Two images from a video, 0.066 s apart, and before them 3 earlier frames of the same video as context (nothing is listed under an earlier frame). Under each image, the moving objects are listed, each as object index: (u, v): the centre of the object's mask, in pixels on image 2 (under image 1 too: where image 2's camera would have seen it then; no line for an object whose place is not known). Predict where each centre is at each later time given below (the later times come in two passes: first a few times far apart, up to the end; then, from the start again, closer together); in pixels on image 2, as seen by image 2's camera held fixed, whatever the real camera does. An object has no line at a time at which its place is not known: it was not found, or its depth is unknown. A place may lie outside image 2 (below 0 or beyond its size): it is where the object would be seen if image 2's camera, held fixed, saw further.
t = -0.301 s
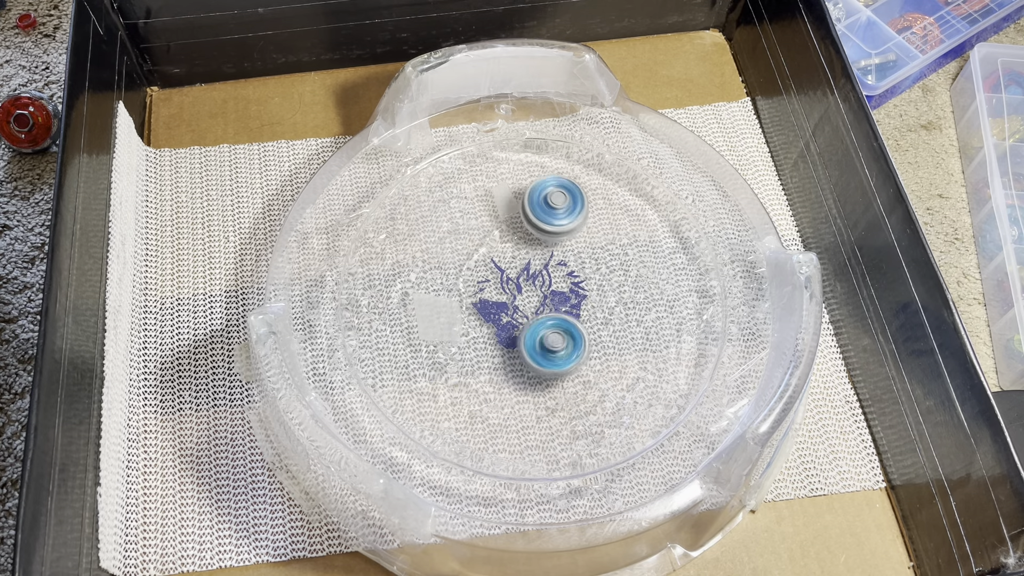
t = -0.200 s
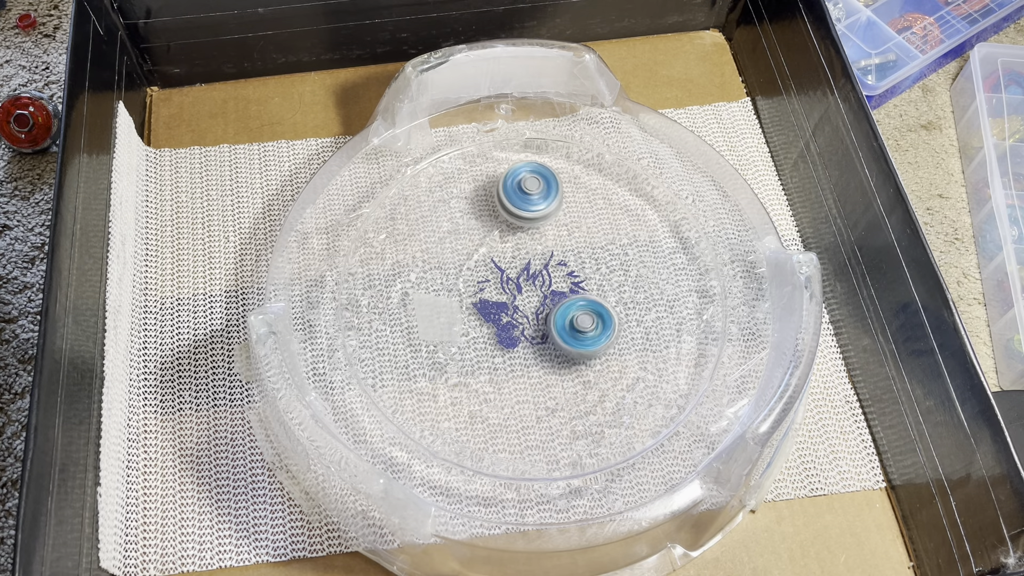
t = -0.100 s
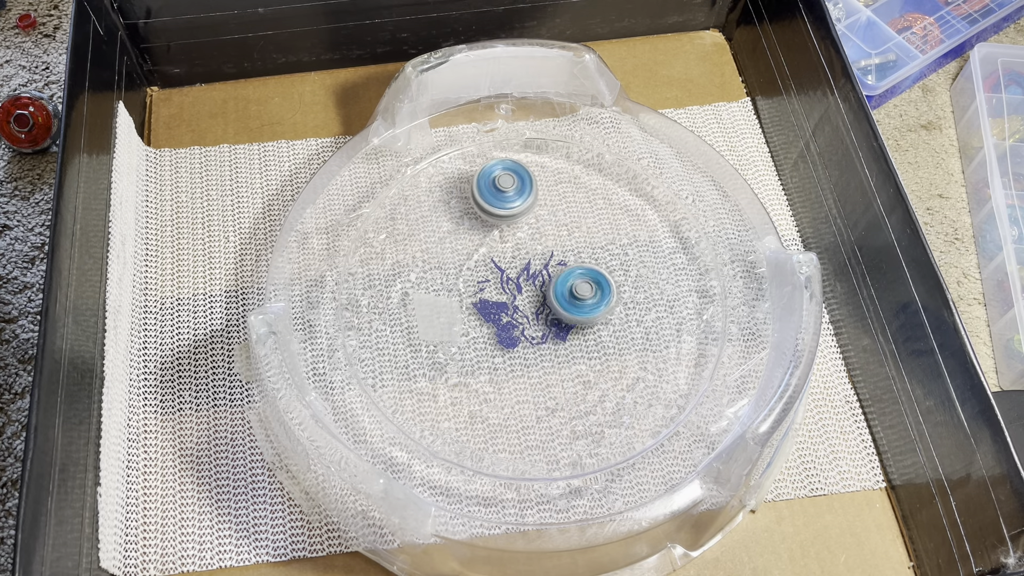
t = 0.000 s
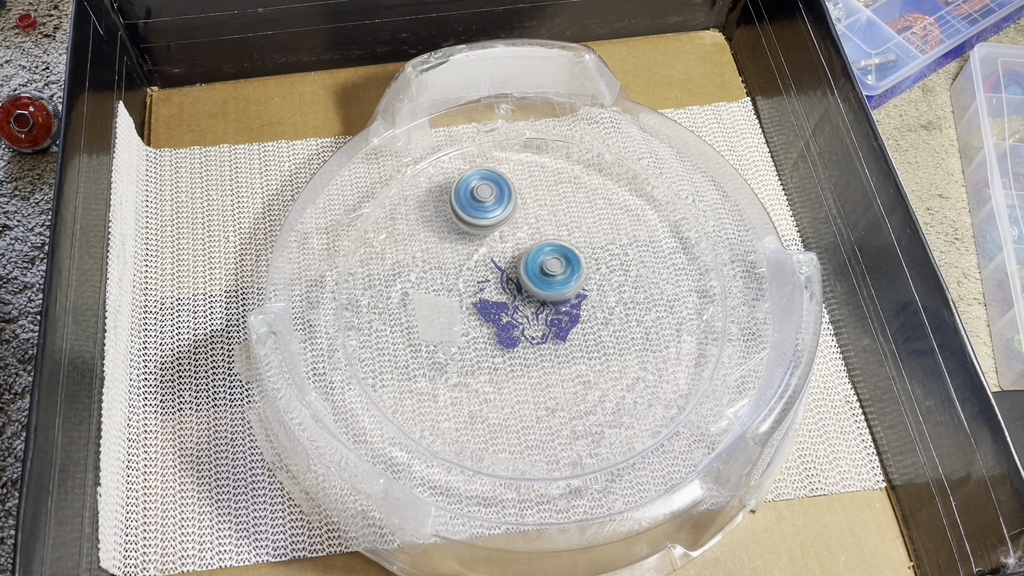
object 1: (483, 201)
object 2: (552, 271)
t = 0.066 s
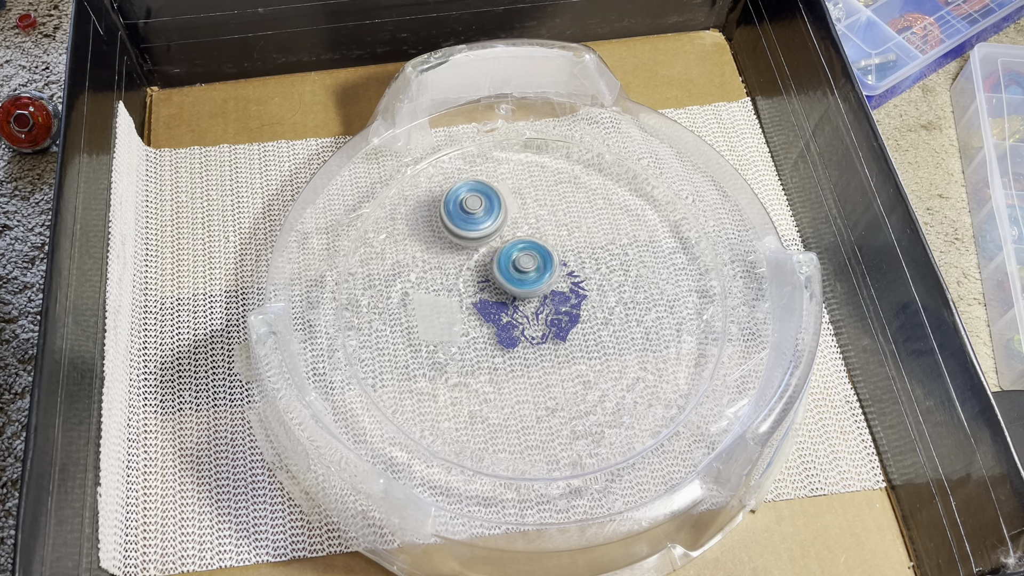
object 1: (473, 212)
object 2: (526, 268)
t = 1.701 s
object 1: (587, 255)
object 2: (515, 305)
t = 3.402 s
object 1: (564, 271)
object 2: (484, 253)
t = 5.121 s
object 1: (569, 373)
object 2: (484, 256)
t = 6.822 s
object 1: (470, 314)
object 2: (548, 301)
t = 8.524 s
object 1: (562, 262)
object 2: (486, 267)
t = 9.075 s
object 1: (494, 269)
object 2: (445, 330)
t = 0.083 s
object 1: (471, 216)
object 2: (519, 269)
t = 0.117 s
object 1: (462, 207)
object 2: (512, 289)
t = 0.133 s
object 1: (457, 201)
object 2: (510, 301)
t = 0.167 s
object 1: (451, 193)
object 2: (510, 320)
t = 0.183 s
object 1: (449, 191)
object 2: (509, 328)
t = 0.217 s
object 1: (445, 192)
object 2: (512, 341)
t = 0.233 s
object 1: (443, 195)
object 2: (515, 347)
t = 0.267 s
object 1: (439, 203)
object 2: (523, 358)
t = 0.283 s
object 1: (438, 207)
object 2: (528, 364)
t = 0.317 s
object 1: (435, 216)
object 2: (539, 372)
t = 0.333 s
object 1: (435, 221)
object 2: (545, 375)
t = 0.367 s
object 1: (434, 231)
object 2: (558, 380)
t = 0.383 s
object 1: (434, 236)
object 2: (564, 381)
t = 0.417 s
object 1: (436, 247)
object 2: (577, 381)
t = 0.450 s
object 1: (438, 257)
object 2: (589, 377)
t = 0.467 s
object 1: (440, 262)
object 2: (594, 374)
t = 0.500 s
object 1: (444, 272)
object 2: (605, 367)
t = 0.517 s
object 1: (447, 277)
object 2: (608, 362)
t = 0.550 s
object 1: (453, 287)
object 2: (612, 351)
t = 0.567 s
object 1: (456, 291)
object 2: (613, 345)
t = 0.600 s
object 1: (464, 300)
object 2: (611, 333)
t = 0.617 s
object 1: (468, 305)
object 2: (608, 327)
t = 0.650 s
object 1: (477, 312)
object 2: (601, 316)
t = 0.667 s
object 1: (482, 316)
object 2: (596, 310)
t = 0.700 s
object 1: (494, 322)
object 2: (585, 302)
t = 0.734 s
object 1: (505, 328)
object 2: (572, 294)
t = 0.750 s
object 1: (509, 331)
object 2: (567, 291)
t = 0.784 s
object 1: (513, 339)
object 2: (562, 279)
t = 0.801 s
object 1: (516, 341)
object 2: (559, 275)
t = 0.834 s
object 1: (525, 347)
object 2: (547, 267)
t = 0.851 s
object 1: (530, 349)
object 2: (540, 264)
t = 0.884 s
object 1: (541, 351)
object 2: (527, 259)
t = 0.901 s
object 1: (547, 352)
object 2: (520, 258)
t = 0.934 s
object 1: (558, 353)
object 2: (506, 257)
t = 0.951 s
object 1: (563, 353)
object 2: (500, 258)
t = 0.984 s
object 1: (573, 353)
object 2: (487, 261)
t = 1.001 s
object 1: (578, 353)
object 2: (480, 263)
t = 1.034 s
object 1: (586, 351)
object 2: (469, 269)
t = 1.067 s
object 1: (594, 349)
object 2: (461, 277)
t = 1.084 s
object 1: (598, 348)
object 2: (457, 282)
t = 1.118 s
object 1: (605, 345)
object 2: (451, 292)
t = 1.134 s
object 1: (608, 343)
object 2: (449, 298)
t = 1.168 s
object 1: (613, 339)
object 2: (449, 310)
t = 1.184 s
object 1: (615, 337)
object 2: (450, 316)
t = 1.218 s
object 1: (619, 332)
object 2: (455, 326)
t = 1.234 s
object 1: (621, 330)
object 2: (460, 331)
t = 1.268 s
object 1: (623, 325)
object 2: (469, 340)
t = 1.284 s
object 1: (623, 323)
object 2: (475, 343)
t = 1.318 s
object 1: (624, 317)
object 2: (488, 350)
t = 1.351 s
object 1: (623, 313)
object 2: (501, 352)
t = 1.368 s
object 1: (622, 310)
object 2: (509, 351)
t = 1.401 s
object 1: (620, 305)
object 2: (522, 349)
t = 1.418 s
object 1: (618, 303)
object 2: (529, 347)
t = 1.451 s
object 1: (614, 298)
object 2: (541, 340)
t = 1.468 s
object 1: (612, 296)
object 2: (547, 336)
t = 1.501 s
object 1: (615, 287)
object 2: (546, 333)
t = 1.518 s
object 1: (618, 281)
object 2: (542, 331)
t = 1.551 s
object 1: (619, 272)
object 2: (539, 327)
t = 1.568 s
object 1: (617, 269)
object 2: (537, 325)
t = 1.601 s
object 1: (611, 264)
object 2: (534, 319)
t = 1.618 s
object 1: (607, 262)
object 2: (532, 316)
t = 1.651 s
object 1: (600, 259)
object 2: (526, 311)
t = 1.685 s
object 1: (591, 256)
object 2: (519, 307)
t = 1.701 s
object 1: (587, 255)
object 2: (515, 305)
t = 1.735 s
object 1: (578, 254)
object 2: (508, 303)
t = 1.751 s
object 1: (573, 254)
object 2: (504, 303)
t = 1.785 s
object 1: (564, 254)
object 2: (496, 304)
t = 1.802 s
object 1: (559, 254)
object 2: (494, 305)
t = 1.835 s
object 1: (550, 255)
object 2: (489, 307)
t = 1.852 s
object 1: (546, 255)
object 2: (487, 309)
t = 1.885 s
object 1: (536, 257)
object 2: (485, 312)
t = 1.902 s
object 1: (532, 258)
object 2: (485, 314)
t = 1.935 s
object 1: (524, 261)
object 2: (486, 319)
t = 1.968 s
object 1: (516, 263)
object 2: (488, 323)
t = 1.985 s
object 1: (513, 264)
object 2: (489, 327)
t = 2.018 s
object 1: (509, 262)
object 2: (490, 335)
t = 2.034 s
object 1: (506, 263)
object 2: (492, 338)
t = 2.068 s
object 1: (499, 266)
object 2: (498, 343)
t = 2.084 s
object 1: (496, 268)
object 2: (502, 345)
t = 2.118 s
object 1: (489, 273)
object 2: (510, 346)
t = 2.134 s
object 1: (486, 275)
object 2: (516, 346)
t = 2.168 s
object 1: (479, 279)
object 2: (524, 342)
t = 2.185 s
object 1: (477, 282)
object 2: (528, 340)
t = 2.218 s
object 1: (472, 288)
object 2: (533, 334)
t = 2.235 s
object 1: (471, 291)
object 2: (536, 330)
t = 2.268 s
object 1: (468, 297)
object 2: (538, 322)
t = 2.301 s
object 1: (466, 303)
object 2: (540, 314)
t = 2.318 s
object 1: (464, 306)
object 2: (539, 309)
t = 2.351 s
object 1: (463, 312)
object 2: (537, 301)
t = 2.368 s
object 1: (463, 315)
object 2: (535, 296)
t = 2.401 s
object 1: (464, 320)
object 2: (529, 288)
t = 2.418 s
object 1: (464, 323)
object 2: (526, 285)
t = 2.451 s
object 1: (466, 328)
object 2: (519, 279)
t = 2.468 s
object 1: (468, 330)
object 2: (515, 277)
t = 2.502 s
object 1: (471, 335)
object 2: (505, 273)
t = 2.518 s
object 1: (472, 337)
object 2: (501, 272)
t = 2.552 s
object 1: (477, 341)
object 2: (493, 272)
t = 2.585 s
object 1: (481, 343)
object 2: (485, 274)
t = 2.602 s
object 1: (484, 345)
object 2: (480, 275)
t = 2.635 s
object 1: (490, 347)
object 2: (474, 280)
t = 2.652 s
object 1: (492, 348)
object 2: (471, 283)
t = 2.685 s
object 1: (500, 354)
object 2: (468, 283)
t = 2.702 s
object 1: (505, 357)
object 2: (465, 283)
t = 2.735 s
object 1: (513, 359)
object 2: (462, 284)
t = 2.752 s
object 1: (517, 359)
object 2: (461, 285)
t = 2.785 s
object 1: (524, 357)
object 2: (461, 288)
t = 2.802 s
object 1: (528, 356)
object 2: (462, 289)
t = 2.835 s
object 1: (535, 352)
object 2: (464, 291)
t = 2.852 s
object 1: (538, 351)
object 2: (468, 292)
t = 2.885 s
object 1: (544, 347)
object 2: (472, 293)
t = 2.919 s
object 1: (549, 342)
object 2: (479, 294)
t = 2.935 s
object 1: (552, 339)
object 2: (483, 293)
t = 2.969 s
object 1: (556, 334)
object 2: (492, 291)
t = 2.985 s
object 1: (558, 331)
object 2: (495, 290)
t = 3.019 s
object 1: (561, 326)
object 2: (501, 284)
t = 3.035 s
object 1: (564, 324)
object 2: (502, 280)
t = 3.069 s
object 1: (567, 319)
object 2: (506, 272)
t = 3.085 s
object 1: (568, 316)
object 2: (506, 269)
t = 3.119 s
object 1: (570, 311)
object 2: (506, 261)
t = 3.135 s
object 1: (570, 308)
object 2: (506, 259)
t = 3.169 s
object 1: (570, 302)
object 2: (504, 253)
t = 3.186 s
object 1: (570, 299)
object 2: (503, 250)
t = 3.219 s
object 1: (569, 294)
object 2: (501, 246)
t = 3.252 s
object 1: (568, 288)
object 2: (498, 244)
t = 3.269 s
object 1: (567, 286)
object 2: (495, 244)
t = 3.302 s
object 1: (564, 281)
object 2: (492, 245)
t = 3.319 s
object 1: (564, 279)
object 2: (492, 246)
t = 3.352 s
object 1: (561, 274)
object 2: (491, 250)
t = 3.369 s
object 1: (560, 273)
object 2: (491, 252)
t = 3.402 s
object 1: (564, 271)
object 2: (484, 253)
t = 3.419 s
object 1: (564, 270)
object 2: (481, 254)
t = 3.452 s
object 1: (563, 267)
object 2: (477, 259)
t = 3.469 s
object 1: (561, 266)
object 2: (477, 262)
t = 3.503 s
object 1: (558, 262)
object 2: (476, 269)
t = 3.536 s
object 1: (555, 260)
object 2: (479, 277)
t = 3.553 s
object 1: (553, 258)
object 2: (481, 281)
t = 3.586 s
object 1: (549, 256)
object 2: (486, 289)
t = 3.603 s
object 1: (548, 255)
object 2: (488, 292)
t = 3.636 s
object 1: (556, 249)
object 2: (481, 303)
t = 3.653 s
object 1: (559, 246)
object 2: (480, 308)
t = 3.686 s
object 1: (561, 243)
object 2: (479, 317)
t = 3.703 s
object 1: (560, 242)
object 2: (481, 322)
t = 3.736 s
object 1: (557, 240)
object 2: (484, 329)
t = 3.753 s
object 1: (554, 240)
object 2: (486, 333)
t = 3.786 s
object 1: (550, 238)
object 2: (492, 341)
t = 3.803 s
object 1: (547, 238)
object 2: (496, 344)
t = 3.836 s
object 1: (542, 238)
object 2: (505, 349)
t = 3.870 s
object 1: (537, 239)
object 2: (513, 351)
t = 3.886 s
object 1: (534, 240)
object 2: (518, 354)
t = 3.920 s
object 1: (529, 242)
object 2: (528, 353)
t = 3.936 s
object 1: (527, 243)
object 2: (533, 352)
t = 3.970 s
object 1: (523, 246)
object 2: (542, 349)
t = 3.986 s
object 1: (520, 248)
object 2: (546, 347)
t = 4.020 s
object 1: (517, 252)
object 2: (554, 342)
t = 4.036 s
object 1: (515, 254)
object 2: (557, 339)
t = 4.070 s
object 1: (511, 258)
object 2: (563, 332)
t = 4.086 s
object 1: (510, 261)
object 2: (564, 328)
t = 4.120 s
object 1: (507, 266)
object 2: (567, 319)
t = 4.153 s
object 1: (506, 272)
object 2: (568, 311)
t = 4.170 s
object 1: (504, 274)
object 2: (569, 308)
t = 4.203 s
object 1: (489, 270)
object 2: (584, 309)
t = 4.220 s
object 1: (483, 269)
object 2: (590, 309)
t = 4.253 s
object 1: (474, 269)
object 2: (598, 305)
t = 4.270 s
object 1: (471, 270)
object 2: (601, 303)
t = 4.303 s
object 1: (468, 276)
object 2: (607, 298)
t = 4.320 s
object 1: (467, 279)
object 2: (609, 295)
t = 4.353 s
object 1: (465, 285)
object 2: (612, 289)
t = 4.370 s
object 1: (465, 289)
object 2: (613, 286)
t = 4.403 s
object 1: (464, 295)
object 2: (613, 279)
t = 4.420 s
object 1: (464, 299)
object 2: (612, 276)
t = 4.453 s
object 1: (465, 306)
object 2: (607, 271)
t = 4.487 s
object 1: (467, 312)
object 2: (602, 266)
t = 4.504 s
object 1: (467, 315)
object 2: (598, 265)
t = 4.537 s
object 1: (470, 321)
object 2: (590, 262)
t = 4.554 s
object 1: (472, 324)
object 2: (586, 261)
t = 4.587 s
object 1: (476, 329)
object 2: (576, 261)
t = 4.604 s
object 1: (478, 331)
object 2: (572, 262)
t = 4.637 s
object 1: (483, 336)
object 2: (562, 265)
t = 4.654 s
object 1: (486, 338)
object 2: (557, 267)
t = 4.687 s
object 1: (491, 342)
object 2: (549, 270)
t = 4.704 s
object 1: (494, 344)
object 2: (545, 273)
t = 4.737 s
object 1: (501, 347)
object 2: (536, 278)
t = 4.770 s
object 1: (507, 349)
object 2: (528, 285)
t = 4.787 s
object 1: (510, 350)
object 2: (525, 287)
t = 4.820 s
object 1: (512, 363)
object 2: (525, 278)
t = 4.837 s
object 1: (513, 370)
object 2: (525, 272)
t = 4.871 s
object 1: (516, 380)
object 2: (521, 265)
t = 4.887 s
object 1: (519, 383)
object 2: (520, 262)
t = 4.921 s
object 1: (526, 384)
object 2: (516, 257)
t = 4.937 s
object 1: (530, 385)
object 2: (512, 255)
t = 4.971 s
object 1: (538, 384)
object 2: (507, 252)
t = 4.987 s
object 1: (542, 384)
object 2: (504, 251)
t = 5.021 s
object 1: (550, 382)
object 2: (498, 250)
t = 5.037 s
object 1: (553, 381)
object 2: (496, 250)
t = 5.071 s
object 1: (560, 378)
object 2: (491, 251)
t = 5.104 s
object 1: (566, 375)
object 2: (486, 253)
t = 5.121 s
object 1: (569, 373)
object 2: (484, 256)
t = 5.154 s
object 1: (574, 368)
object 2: (481, 261)
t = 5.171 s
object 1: (577, 366)
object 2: (481, 263)
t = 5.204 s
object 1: (581, 360)
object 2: (482, 269)
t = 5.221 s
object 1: (582, 357)
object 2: (483, 273)
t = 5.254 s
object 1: (586, 351)
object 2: (486, 279)
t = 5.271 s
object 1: (587, 348)
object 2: (487, 282)
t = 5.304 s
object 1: (588, 342)
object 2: (491, 287)
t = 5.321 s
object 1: (589, 339)
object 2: (493, 288)
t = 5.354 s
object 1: (589, 332)
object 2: (500, 293)
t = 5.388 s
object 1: (589, 325)
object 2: (508, 296)
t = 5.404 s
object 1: (589, 322)
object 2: (511, 298)
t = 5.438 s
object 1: (591, 316)
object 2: (515, 299)
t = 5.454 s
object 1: (596, 315)
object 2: (512, 298)
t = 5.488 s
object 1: (603, 311)
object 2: (511, 296)
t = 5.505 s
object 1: (604, 308)
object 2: (511, 296)
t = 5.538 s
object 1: (603, 301)
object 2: (512, 295)
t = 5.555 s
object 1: (602, 298)
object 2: (512, 295)
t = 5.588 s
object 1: (601, 291)
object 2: (513, 294)
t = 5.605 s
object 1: (600, 288)
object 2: (514, 294)
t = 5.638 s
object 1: (597, 281)
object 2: (515, 293)
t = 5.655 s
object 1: (596, 278)
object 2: (516, 293)
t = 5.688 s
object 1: (592, 272)
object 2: (518, 292)
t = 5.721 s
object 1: (588, 266)
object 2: (519, 291)
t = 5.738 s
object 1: (586, 263)
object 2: (519, 291)
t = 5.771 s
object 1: (589, 256)
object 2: (510, 293)
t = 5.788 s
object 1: (589, 253)
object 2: (507, 294)
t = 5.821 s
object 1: (585, 248)
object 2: (503, 296)
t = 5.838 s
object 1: (583, 245)
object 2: (502, 297)
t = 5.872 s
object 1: (577, 240)
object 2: (498, 300)
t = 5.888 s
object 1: (575, 238)
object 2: (497, 301)
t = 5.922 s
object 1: (569, 234)
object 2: (495, 305)
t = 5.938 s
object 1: (565, 233)
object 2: (495, 306)
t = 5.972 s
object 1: (559, 230)
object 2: (496, 310)
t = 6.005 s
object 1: (553, 228)
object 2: (498, 312)
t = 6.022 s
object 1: (549, 227)
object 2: (499, 314)
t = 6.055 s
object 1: (543, 226)
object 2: (502, 316)
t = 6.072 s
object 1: (539, 226)
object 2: (504, 316)
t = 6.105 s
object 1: (532, 226)
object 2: (509, 317)
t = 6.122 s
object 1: (529, 227)
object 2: (512, 317)
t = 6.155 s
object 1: (523, 228)
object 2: (516, 315)
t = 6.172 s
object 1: (520, 229)
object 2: (518, 314)
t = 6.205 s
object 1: (513, 231)
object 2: (522, 311)
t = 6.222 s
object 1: (511, 233)
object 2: (523, 310)
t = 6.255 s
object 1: (505, 237)
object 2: (526, 306)
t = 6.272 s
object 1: (502, 239)
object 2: (527, 304)
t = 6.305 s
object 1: (496, 238)
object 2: (531, 306)
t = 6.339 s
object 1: (489, 234)
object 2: (536, 312)
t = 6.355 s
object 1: (485, 233)
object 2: (537, 313)
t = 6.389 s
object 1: (480, 236)
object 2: (542, 315)
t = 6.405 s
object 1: (478, 238)
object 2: (544, 317)
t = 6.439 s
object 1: (473, 243)
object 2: (549, 317)
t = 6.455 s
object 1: (471, 245)
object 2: (552, 318)
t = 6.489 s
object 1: (467, 251)
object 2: (555, 318)
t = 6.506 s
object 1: (465, 254)
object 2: (557, 318)
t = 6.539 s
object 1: (463, 260)
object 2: (562, 317)
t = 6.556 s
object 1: (462, 263)
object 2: (564, 317)
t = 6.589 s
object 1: (460, 269)
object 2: (566, 315)
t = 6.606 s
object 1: (460, 273)
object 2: (567, 314)
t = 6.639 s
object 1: (459, 279)
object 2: (567, 311)
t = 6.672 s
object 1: (459, 286)
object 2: (566, 309)
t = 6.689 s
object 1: (459, 289)
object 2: (565, 308)
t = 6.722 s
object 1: (461, 296)
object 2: (562, 305)
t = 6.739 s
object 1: (462, 299)
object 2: (560, 304)
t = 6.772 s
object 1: (465, 306)
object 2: (555, 302)
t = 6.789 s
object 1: (466, 308)
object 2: (553, 302)
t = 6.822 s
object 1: (470, 314)
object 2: (548, 301)
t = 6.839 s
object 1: (472, 317)
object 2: (546, 301)
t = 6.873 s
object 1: (473, 323)
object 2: (545, 300)
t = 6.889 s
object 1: (474, 326)
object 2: (545, 299)
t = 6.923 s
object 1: (478, 331)
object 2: (544, 298)
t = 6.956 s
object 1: (483, 335)
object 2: (542, 297)
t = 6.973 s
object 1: (485, 338)
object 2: (542, 296)
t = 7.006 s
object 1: (489, 343)
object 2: (542, 294)
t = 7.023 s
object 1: (491, 345)
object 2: (541, 293)
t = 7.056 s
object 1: (496, 348)
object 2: (540, 291)
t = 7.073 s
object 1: (499, 350)
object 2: (539, 290)
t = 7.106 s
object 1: (505, 353)
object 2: (538, 289)
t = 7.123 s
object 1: (508, 355)
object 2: (536, 289)
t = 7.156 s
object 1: (514, 357)
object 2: (533, 288)
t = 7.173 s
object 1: (517, 357)
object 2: (533, 288)
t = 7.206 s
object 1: (524, 358)
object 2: (529, 289)
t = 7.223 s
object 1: (527, 358)
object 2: (528, 290)
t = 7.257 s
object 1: (534, 358)
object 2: (525, 291)
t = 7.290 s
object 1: (540, 357)
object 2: (523, 294)
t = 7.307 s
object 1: (543, 358)
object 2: (522, 293)
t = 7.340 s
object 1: (549, 360)
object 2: (519, 291)
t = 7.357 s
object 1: (552, 359)
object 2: (518, 291)
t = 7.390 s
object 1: (558, 357)
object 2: (516, 290)
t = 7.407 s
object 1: (561, 356)
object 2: (515, 290)
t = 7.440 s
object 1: (566, 353)
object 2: (513, 290)
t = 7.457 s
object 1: (568, 352)
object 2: (512, 290)
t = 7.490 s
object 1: (572, 349)
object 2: (511, 291)
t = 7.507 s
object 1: (574, 347)
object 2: (510, 292)
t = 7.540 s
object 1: (578, 342)
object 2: (510, 292)
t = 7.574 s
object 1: (580, 338)
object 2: (510, 294)
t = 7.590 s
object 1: (581, 335)
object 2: (509, 294)
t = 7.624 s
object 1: (583, 330)
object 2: (511, 296)
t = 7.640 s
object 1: (583, 328)
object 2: (511, 297)
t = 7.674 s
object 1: (584, 323)
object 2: (514, 298)
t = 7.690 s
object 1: (584, 321)
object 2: (514, 298)
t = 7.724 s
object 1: (601, 331)
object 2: (499, 280)
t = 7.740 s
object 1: (608, 335)
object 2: (493, 272)
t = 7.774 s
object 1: (618, 340)
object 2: (484, 262)
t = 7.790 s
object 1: (621, 342)
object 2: (482, 258)
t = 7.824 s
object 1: (625, 339)
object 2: (479, 255)
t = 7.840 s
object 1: (626, 338)
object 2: (477, 253)
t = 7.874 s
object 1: (628, 333)
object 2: (474, 249)
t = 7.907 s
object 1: (630, 327)
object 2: (472, 244)
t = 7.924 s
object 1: (630, 324)
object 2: (471, 242)
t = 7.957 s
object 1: (630, 318)
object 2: (471, 238)
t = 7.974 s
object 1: (630, 315)
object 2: (470, 237)
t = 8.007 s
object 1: (628, 309)
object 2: (470, 233)
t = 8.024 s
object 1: (628, 307)
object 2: (470, 232)
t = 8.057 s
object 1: (625, 301)
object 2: (473, 229)
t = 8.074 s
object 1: (624, 298)
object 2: (474, 229)
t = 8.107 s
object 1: (620, 292)
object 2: (475, 228)
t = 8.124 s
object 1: (618, 290)
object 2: (477, 228)
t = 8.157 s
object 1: (613, 285)
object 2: (482, 230)
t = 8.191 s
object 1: (608, 280)
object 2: (485, 231)
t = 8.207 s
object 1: (605, 278)
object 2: (487, 231)
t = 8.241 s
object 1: (599, 274)
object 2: (492, 234)
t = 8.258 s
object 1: (596, 272)
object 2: (495, 236)
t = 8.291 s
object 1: (589, 268)
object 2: (498, 241)
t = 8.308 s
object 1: (586, 267)
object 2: (499, 242)
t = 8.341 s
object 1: (579, 263)
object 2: (503, 247)
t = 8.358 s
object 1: (575, 262)
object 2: (506, 249)
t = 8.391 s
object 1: (578, 262)
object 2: (499, 250)
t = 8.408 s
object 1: (578, 263)
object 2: (496, 251)
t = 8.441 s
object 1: (575, 264)
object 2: (494, 255)
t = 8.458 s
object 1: (573, 265)
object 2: (493, 259)
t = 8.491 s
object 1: (567, 264)
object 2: (489, 264)
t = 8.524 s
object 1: (562, 262)
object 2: (486, 267)
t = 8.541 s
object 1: (559, 261)
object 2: (486, 270)
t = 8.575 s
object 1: (553, 260)
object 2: (482, 276)
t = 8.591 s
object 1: (550, 260)
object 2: (481, 278)
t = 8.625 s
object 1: (544, 258)
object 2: (478, 283)
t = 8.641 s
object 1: (541, 258)
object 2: (477, 285)
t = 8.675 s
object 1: (537, 257)
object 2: (473, 288)
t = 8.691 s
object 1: (535, 257)
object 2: (471, 290)
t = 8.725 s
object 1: (529, 257)
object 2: (469, 293)
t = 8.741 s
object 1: (527, 258)
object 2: (467, 296)
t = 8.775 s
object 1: (521, 258)
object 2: (464, 300)
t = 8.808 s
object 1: (517, 259)
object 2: (459, 303)
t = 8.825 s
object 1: (514, 260)
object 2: (458, 304)
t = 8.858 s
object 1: (509, 261)
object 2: (456, 308)
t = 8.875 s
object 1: (506, 262)
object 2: (454, 310)
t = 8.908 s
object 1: (502, 264)
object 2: (450, 313)
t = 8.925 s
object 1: (500, 265)
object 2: (449, 314)
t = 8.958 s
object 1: (496, 268)
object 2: (449, 317)
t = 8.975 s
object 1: (494, 269)
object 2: (449, 318)
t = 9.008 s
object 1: (492, 270)
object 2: (448, 322)
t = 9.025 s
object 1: (493, 269)
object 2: (446, 325)
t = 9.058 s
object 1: (494, 269)
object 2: (445, 328)
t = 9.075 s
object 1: (494, 269)
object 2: (445, 330)
